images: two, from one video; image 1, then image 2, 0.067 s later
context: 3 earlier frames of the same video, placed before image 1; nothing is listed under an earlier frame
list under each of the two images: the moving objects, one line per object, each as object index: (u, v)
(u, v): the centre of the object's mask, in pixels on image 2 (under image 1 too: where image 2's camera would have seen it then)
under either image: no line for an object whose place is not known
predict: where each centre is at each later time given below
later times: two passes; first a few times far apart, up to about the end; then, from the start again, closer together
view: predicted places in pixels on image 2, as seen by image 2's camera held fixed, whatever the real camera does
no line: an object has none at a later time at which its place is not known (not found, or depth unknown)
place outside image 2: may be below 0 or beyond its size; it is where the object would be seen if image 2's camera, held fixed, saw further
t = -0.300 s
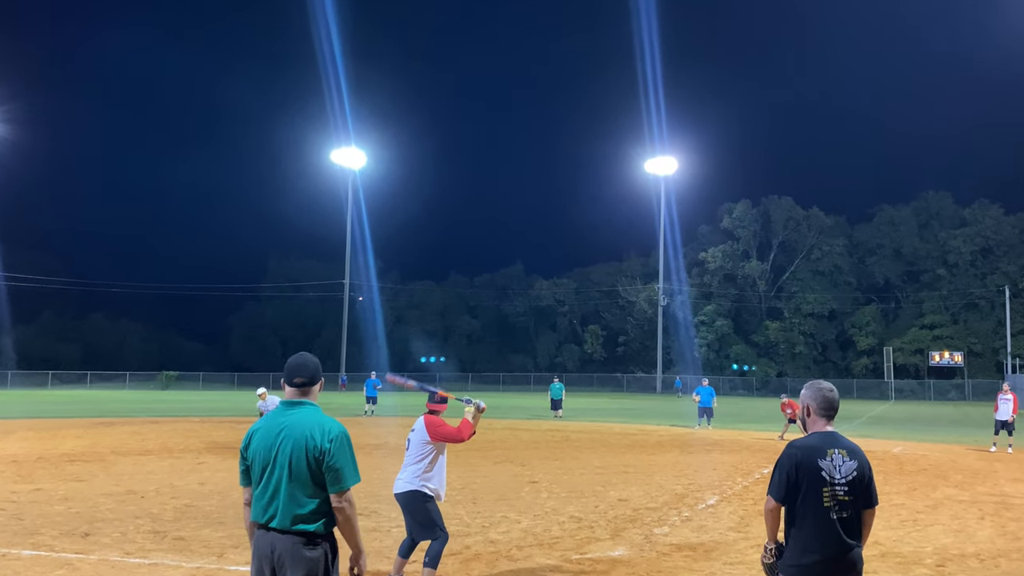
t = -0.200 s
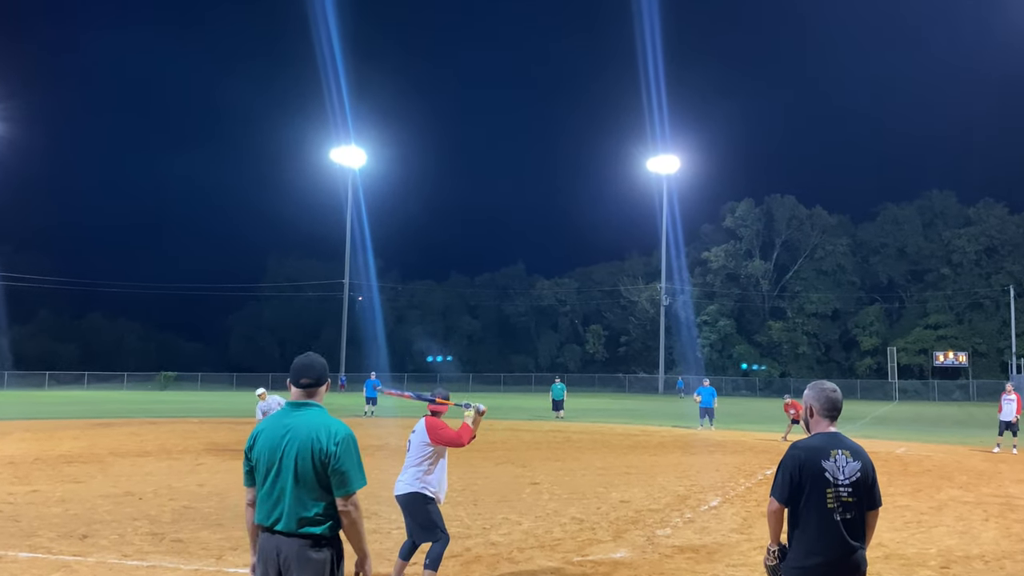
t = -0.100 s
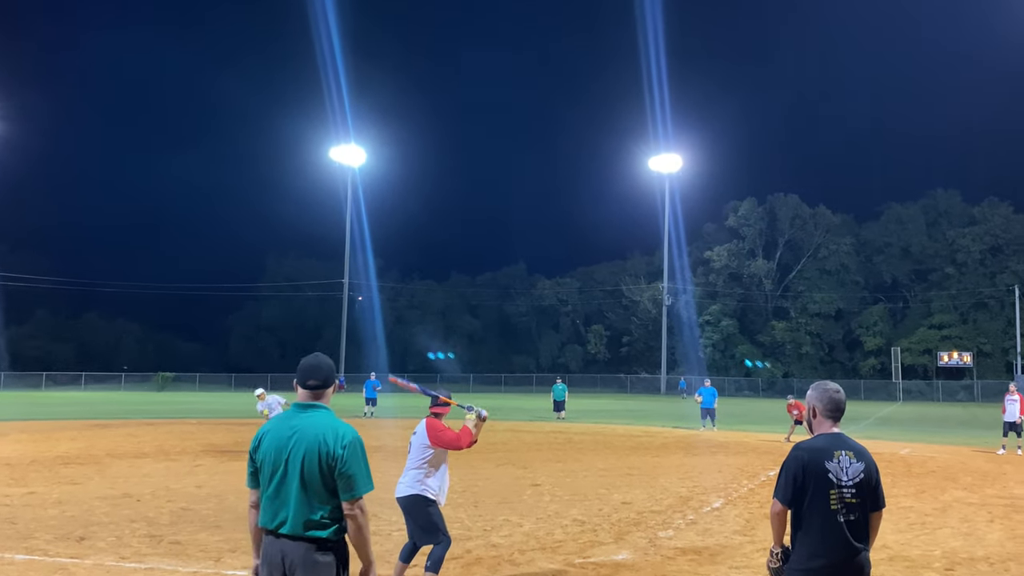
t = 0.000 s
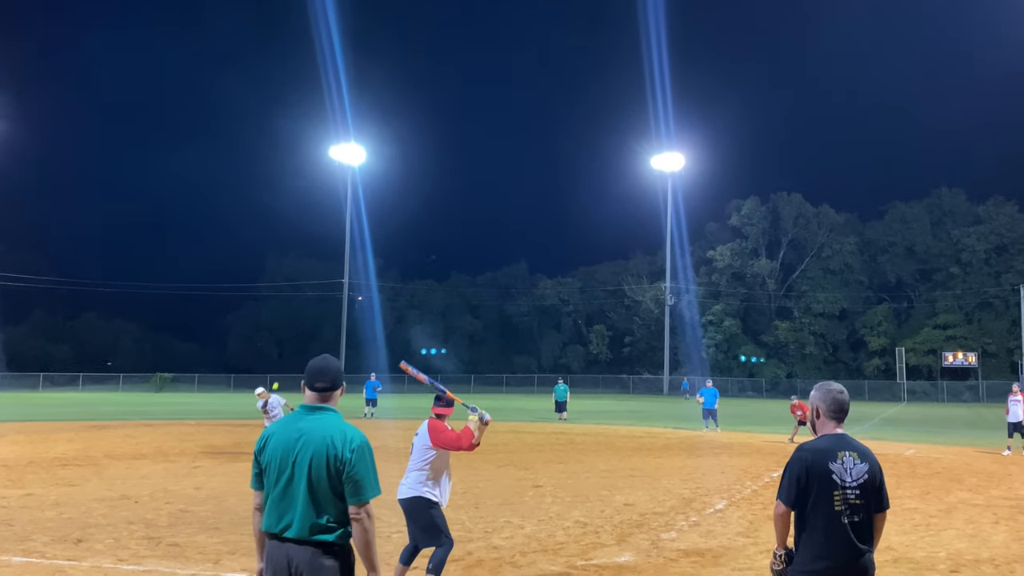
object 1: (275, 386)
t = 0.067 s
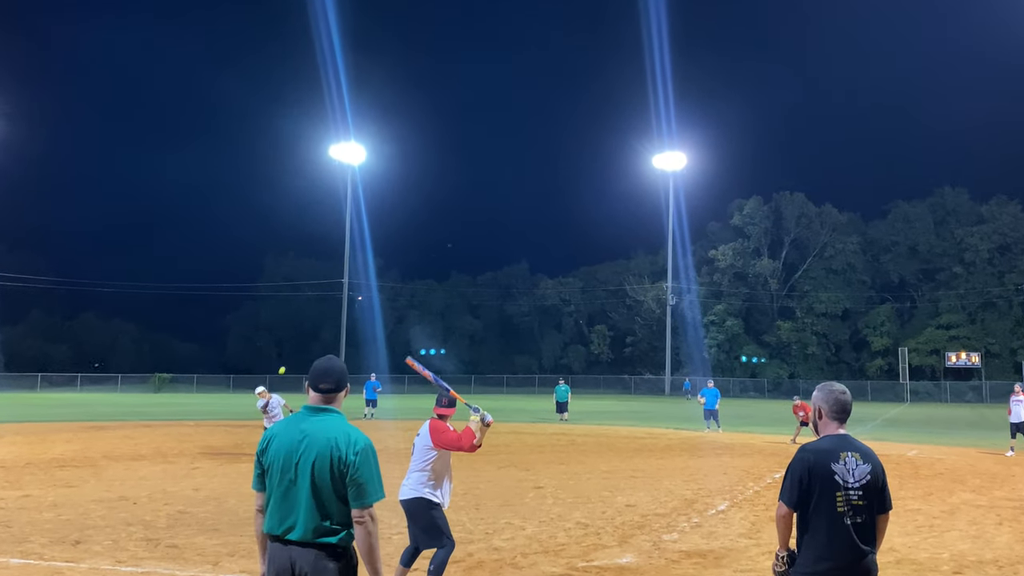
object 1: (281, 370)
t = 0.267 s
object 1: (302, 330)
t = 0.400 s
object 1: (317, 312)
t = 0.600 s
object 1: (346, 300)
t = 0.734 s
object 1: (372, 310)
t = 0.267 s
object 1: (302, 330)
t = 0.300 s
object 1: (305, 325)
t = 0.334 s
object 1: (309, 320)
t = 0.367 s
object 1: (314, 316)
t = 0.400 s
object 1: (317, 312)
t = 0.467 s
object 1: (327, 305)
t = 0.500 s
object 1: (331, 302)
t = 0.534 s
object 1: (335, 301)
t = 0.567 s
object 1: (342, 301)
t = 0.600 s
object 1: (346, 300)
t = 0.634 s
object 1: (353, 301)
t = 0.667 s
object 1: (359, 303)
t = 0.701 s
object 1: (365, 306)
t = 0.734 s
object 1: (372, 310)
